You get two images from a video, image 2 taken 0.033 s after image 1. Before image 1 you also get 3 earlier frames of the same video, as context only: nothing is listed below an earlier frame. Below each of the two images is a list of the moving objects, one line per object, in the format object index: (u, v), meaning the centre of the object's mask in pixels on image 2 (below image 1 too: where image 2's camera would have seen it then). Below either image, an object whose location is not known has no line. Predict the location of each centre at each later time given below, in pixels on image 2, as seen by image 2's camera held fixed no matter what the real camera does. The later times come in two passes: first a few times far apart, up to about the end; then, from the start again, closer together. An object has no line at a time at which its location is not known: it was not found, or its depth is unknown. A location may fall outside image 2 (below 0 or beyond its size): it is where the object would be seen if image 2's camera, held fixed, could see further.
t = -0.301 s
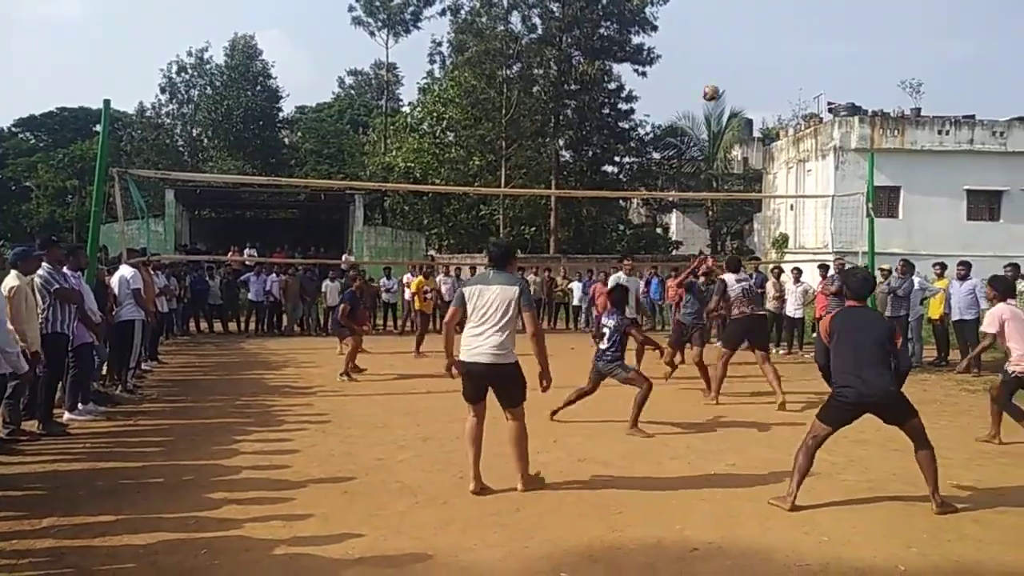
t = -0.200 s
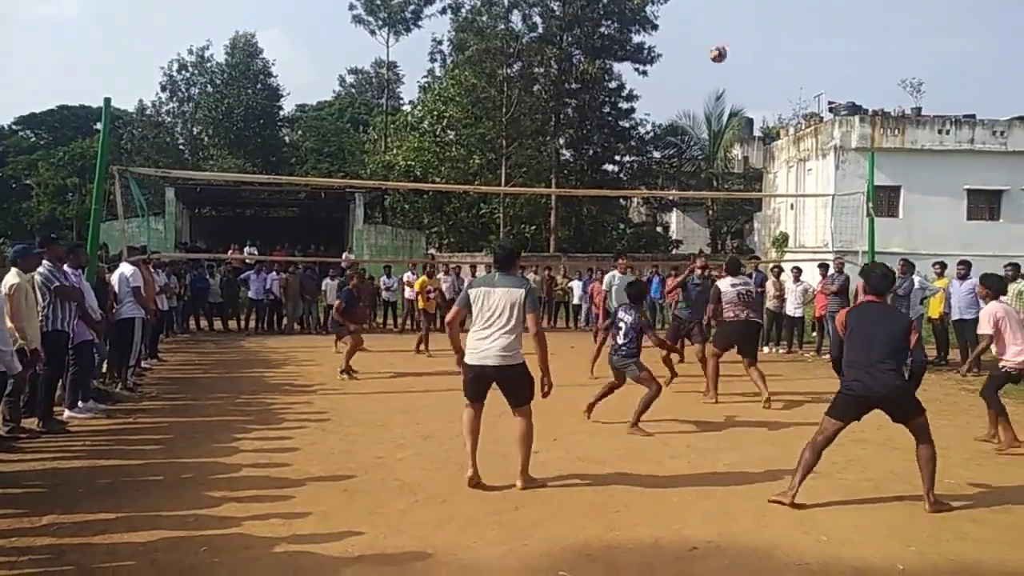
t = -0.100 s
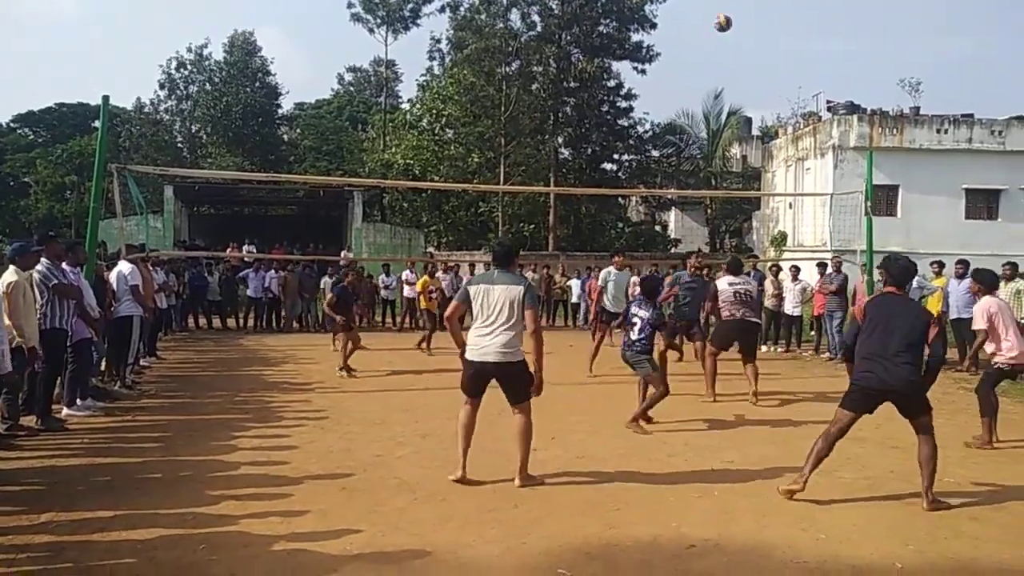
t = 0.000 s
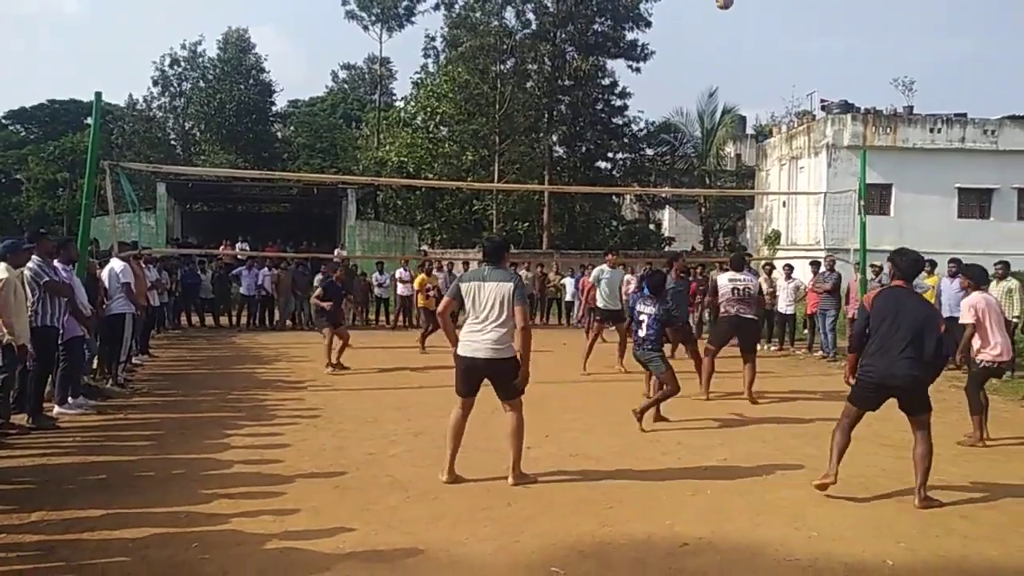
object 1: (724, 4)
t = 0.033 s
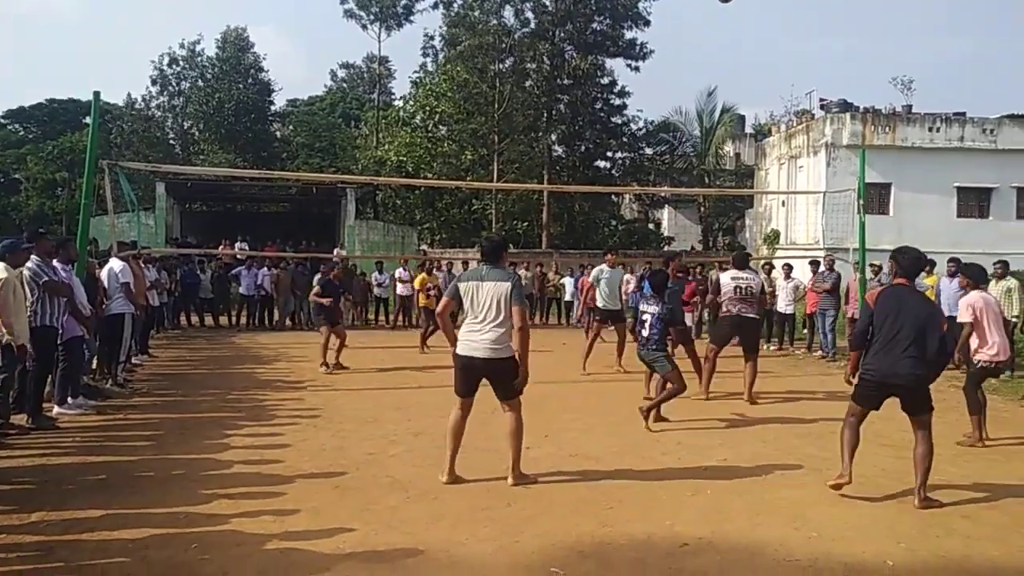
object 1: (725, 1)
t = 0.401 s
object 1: (749, -1)
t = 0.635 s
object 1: (764, 54)
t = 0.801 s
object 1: (776, 126)
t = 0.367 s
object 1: (746, -3)
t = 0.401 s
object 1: (749, -1)
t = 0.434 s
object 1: (751, 0)
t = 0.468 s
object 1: (754, 6)
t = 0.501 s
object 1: (756, 14)
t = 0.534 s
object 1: (758, 22)
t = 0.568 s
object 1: (760, 31)
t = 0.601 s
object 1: (762, 42)
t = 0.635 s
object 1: (764, 54)
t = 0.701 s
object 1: (768, 80)
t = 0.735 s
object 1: (770, 94)
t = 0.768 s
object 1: (773, 109)
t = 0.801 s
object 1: (776, 126)
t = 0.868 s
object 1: (779, 162)
